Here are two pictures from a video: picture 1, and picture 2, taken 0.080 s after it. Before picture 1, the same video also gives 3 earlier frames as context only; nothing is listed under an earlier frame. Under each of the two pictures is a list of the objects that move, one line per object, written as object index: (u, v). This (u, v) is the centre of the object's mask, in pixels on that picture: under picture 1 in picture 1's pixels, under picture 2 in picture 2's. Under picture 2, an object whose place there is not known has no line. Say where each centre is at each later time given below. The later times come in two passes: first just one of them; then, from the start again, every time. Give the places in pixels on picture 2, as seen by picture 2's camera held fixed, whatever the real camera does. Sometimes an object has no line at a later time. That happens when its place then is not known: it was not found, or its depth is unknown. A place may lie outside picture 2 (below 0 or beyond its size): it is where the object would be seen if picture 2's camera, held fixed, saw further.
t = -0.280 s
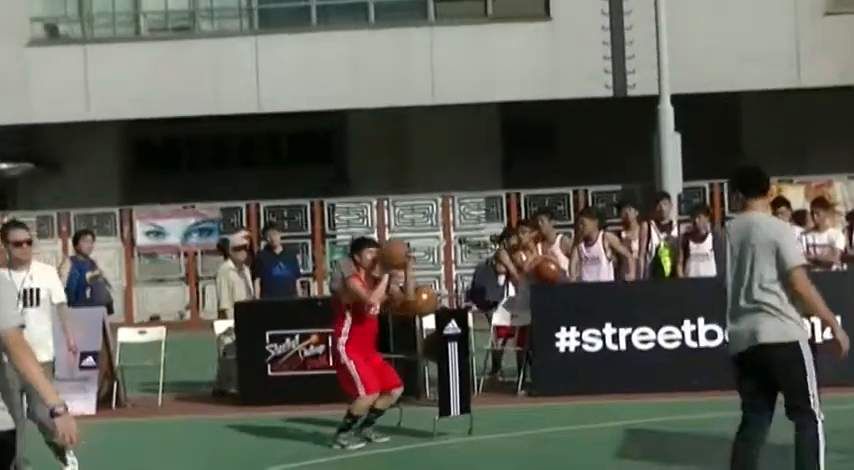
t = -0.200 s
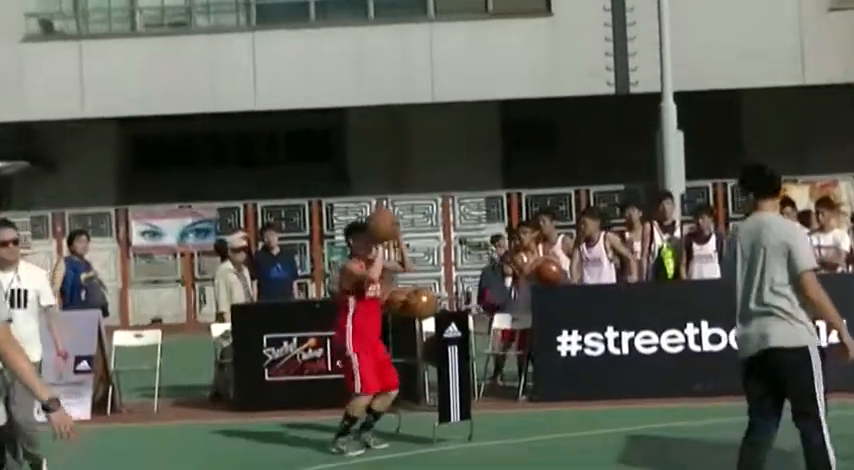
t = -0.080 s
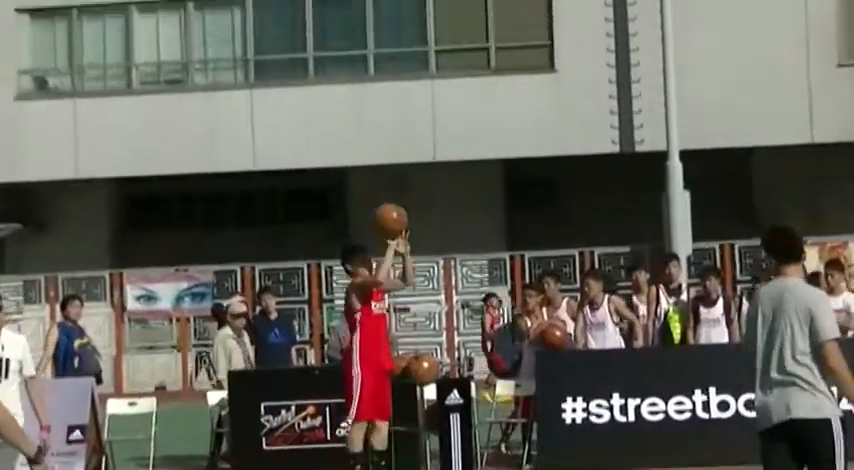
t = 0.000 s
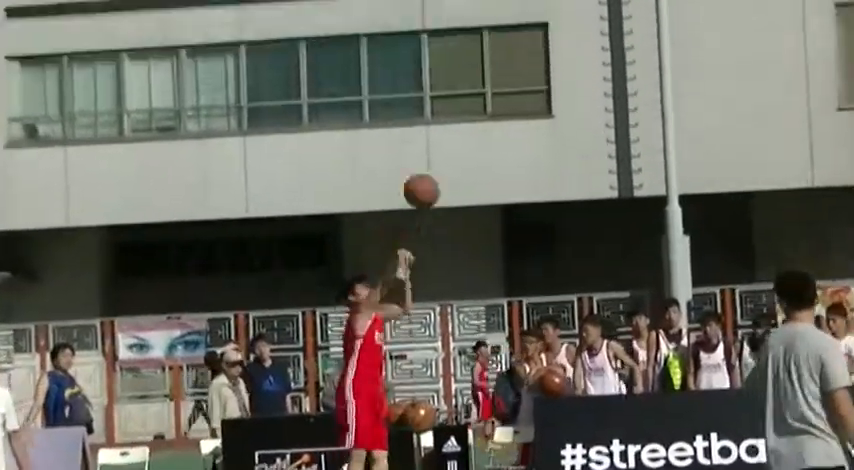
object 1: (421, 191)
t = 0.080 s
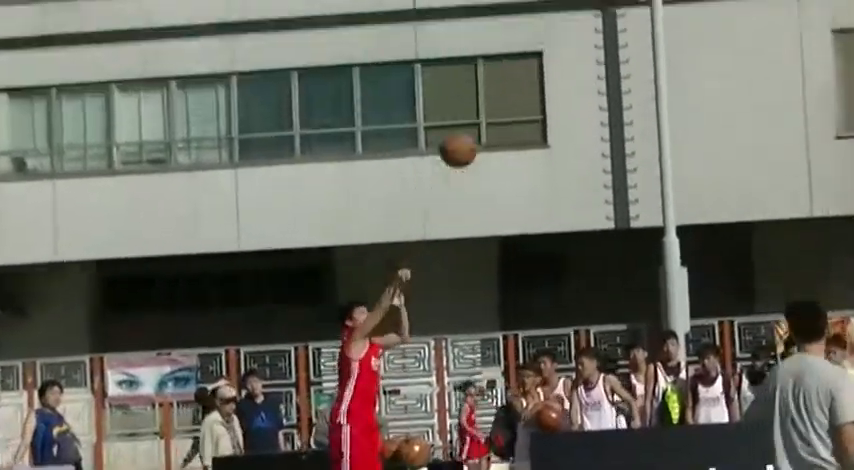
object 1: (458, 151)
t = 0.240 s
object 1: (550, 20)
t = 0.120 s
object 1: (480, 116)
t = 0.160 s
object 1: (501, 83)
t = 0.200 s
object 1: (525, 50)
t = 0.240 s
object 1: (550, 20)
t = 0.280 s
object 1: (573, -9)
